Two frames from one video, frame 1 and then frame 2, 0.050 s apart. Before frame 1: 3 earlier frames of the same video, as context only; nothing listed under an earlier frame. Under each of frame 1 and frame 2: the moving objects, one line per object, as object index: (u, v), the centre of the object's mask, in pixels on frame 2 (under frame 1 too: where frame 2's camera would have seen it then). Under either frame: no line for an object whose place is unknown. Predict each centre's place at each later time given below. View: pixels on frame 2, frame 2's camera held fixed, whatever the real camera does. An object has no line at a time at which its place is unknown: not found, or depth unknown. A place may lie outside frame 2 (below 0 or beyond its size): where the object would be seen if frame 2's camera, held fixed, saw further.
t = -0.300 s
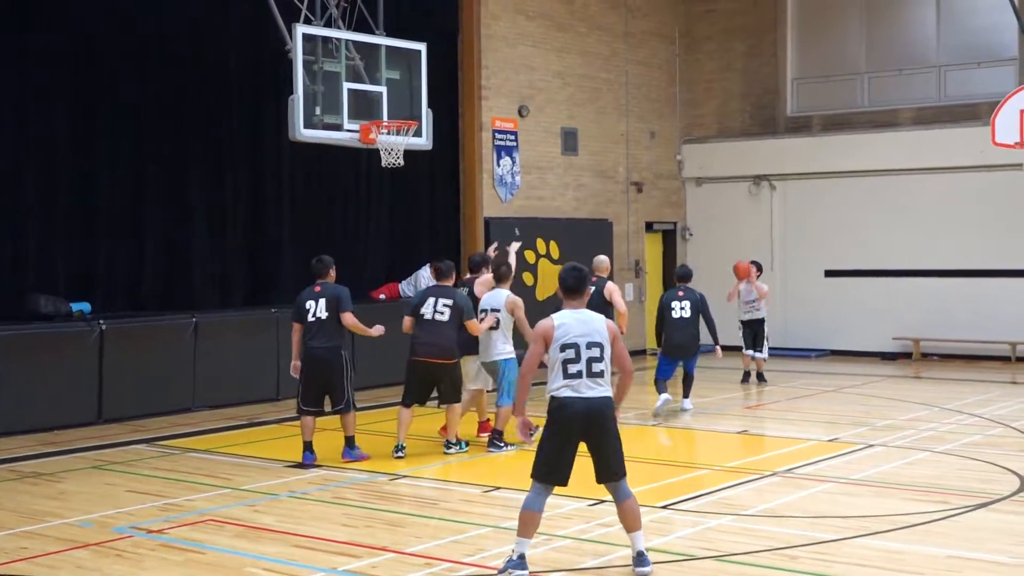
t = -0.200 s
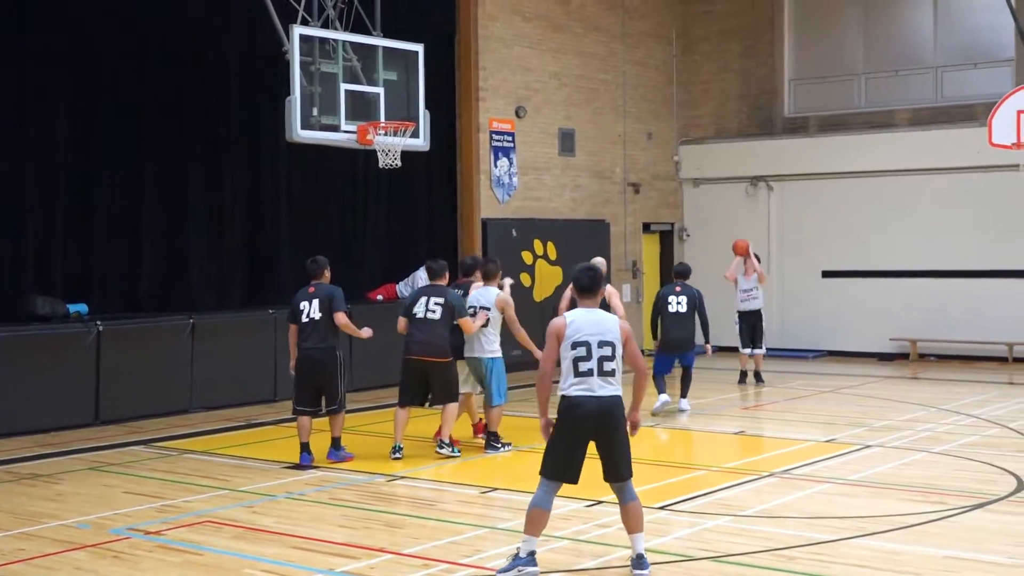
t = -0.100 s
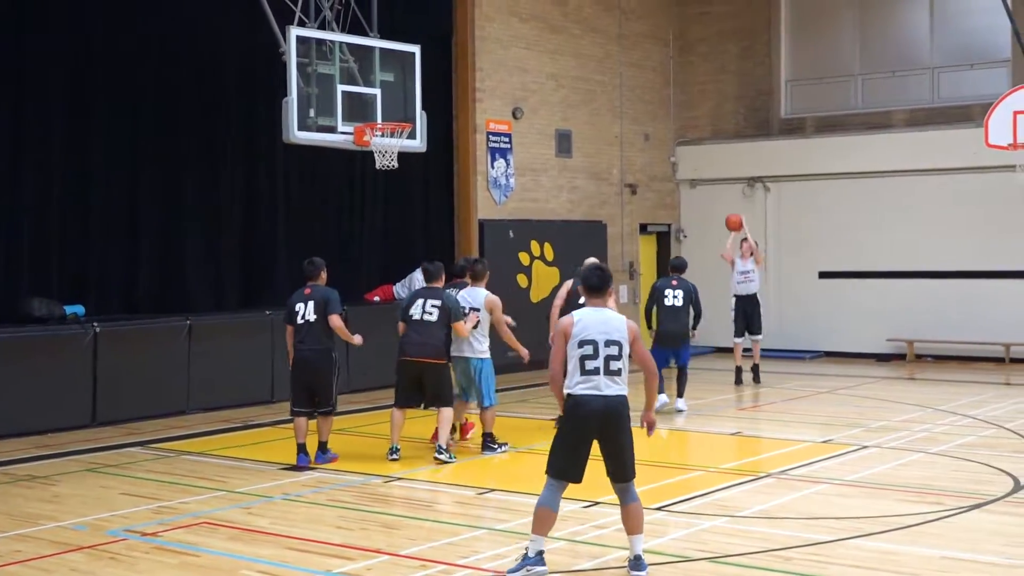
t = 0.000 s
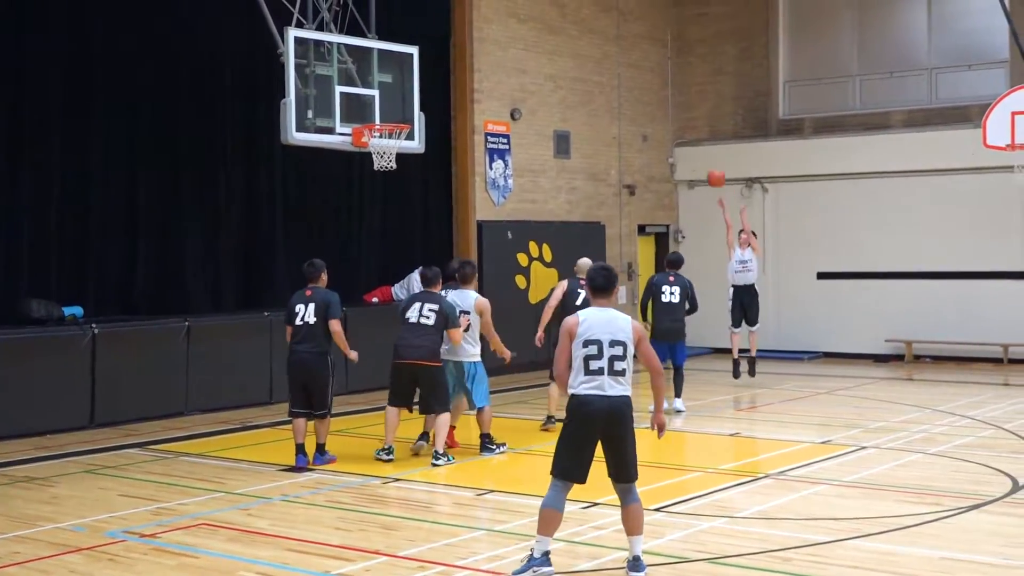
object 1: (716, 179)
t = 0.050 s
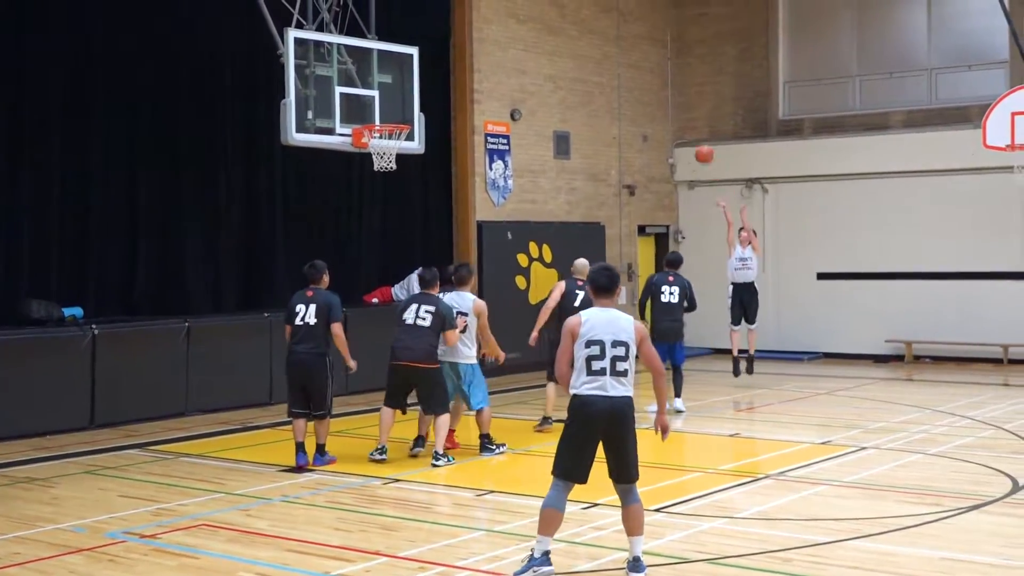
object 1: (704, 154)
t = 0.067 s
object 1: (700, 146)
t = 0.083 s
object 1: (696, 139)
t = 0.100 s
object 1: (692, 132)
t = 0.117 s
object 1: (688, 125)
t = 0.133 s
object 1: (683, 117)
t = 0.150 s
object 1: (679, 110)
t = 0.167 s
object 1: (674, 105)
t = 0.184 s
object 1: (671, 101)
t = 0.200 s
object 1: (666, 96)
